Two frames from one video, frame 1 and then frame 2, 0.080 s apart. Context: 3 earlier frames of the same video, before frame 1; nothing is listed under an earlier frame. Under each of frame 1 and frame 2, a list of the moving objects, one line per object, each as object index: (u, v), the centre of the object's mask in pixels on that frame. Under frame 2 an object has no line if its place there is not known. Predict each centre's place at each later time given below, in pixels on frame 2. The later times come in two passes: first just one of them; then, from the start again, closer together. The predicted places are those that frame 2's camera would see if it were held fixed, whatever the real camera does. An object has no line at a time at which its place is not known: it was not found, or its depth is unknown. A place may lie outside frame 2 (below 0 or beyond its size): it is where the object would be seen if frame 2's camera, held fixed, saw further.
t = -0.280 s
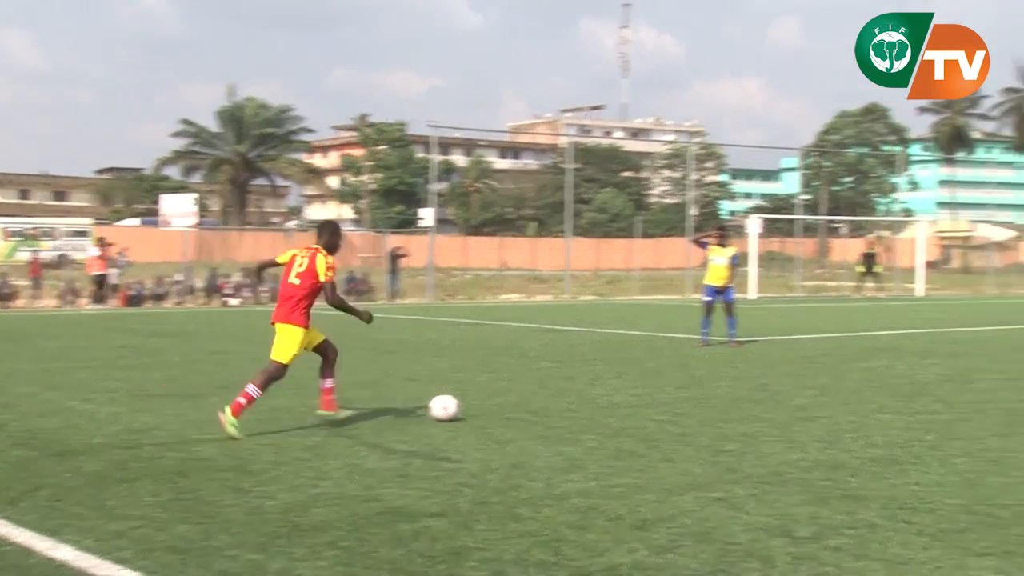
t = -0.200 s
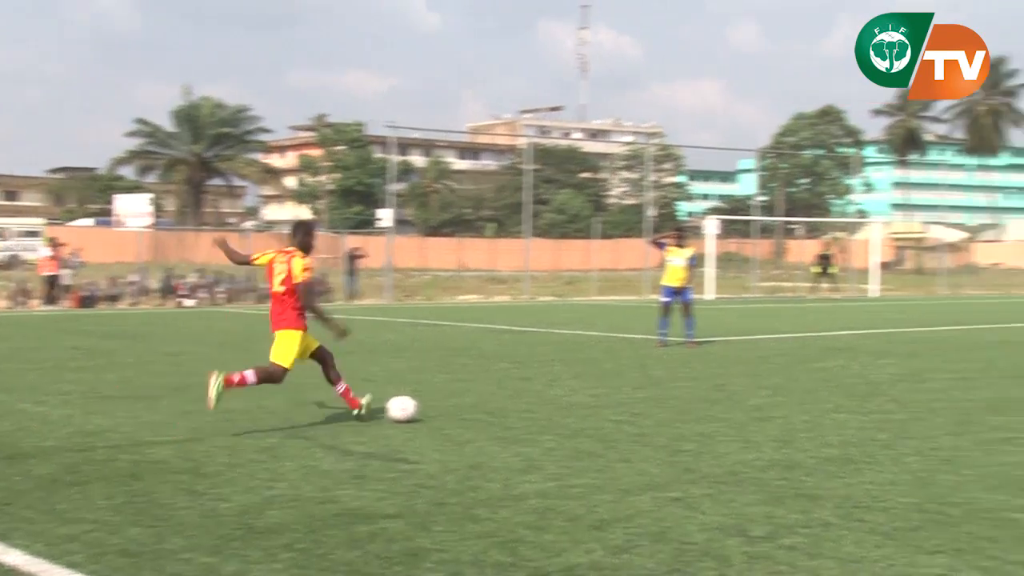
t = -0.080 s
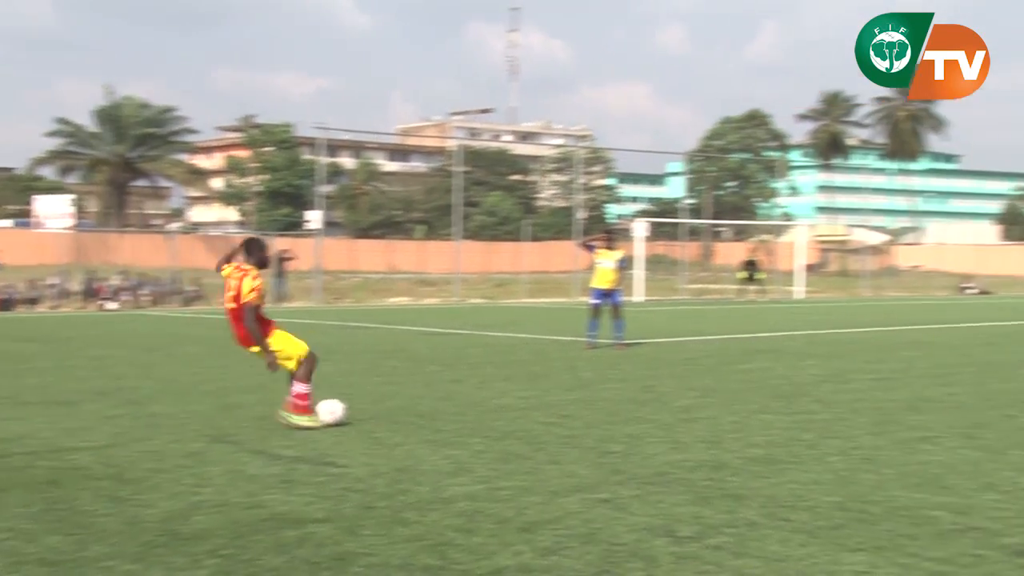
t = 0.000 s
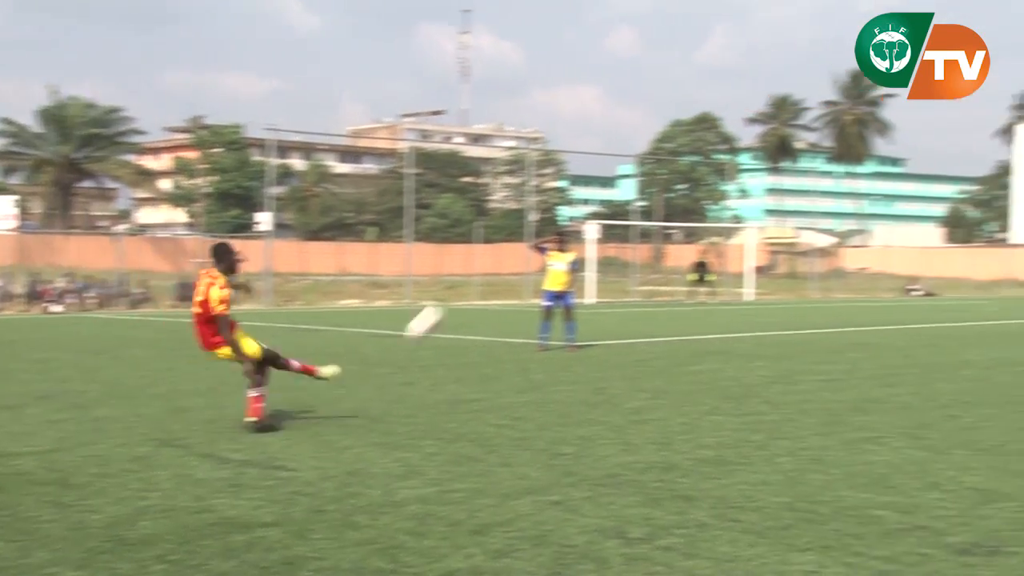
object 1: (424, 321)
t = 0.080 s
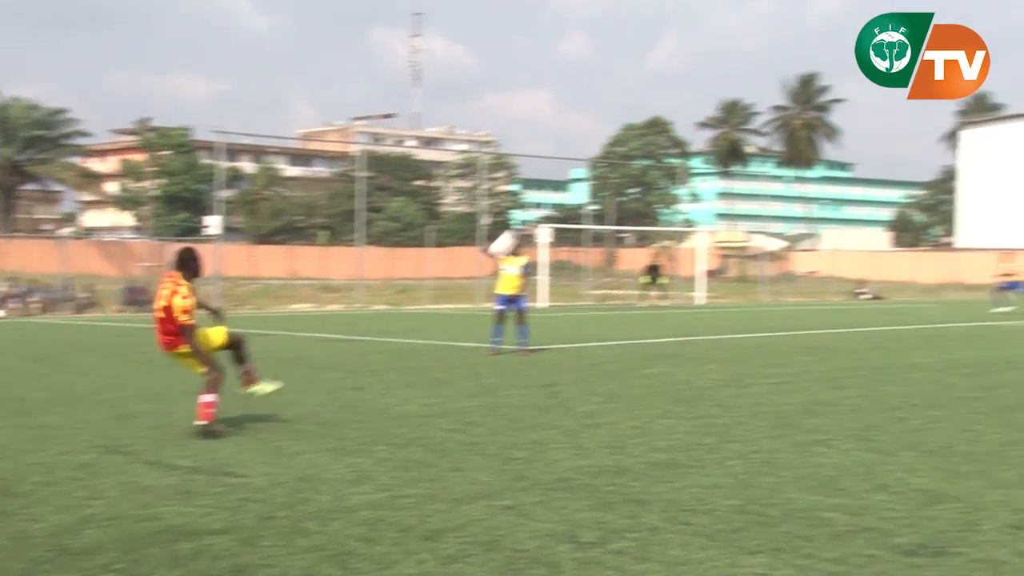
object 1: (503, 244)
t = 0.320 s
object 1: (751, 91)
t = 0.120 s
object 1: (556, 213)
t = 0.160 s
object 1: (603, 182)
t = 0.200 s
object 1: (646, 155)
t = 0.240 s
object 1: (683, 132)
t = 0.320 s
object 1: (751, 91)
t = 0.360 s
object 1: (780, 74)
